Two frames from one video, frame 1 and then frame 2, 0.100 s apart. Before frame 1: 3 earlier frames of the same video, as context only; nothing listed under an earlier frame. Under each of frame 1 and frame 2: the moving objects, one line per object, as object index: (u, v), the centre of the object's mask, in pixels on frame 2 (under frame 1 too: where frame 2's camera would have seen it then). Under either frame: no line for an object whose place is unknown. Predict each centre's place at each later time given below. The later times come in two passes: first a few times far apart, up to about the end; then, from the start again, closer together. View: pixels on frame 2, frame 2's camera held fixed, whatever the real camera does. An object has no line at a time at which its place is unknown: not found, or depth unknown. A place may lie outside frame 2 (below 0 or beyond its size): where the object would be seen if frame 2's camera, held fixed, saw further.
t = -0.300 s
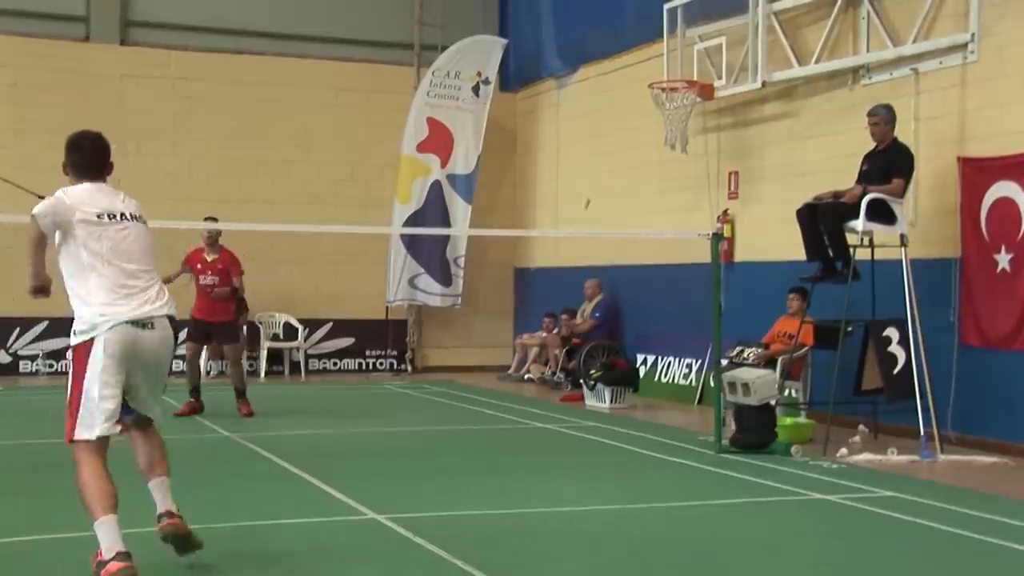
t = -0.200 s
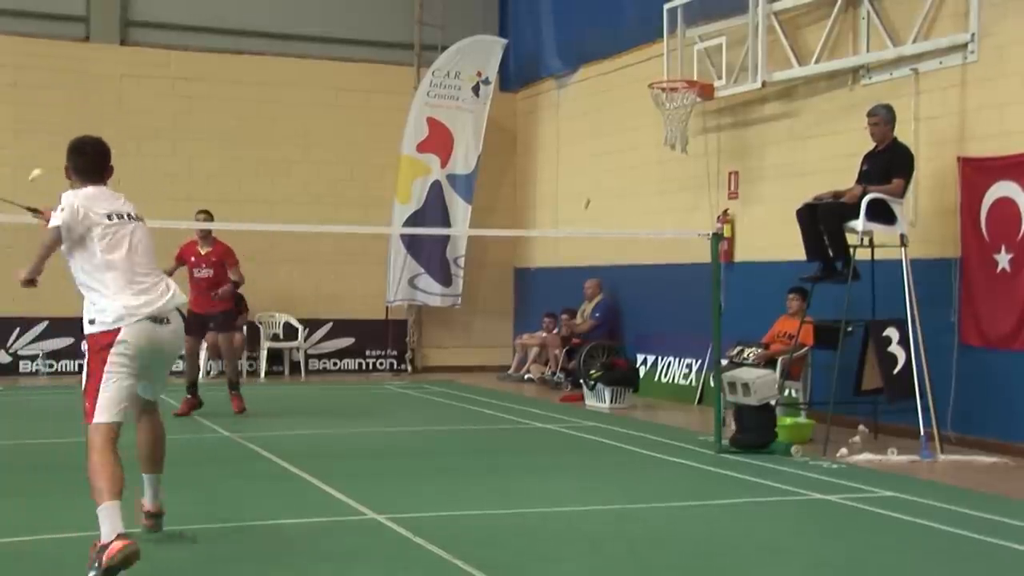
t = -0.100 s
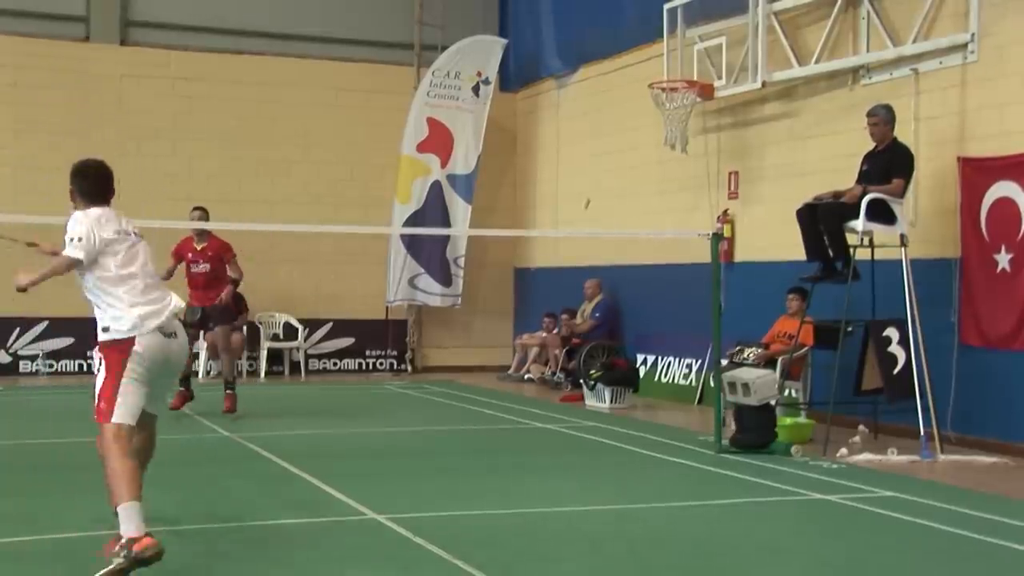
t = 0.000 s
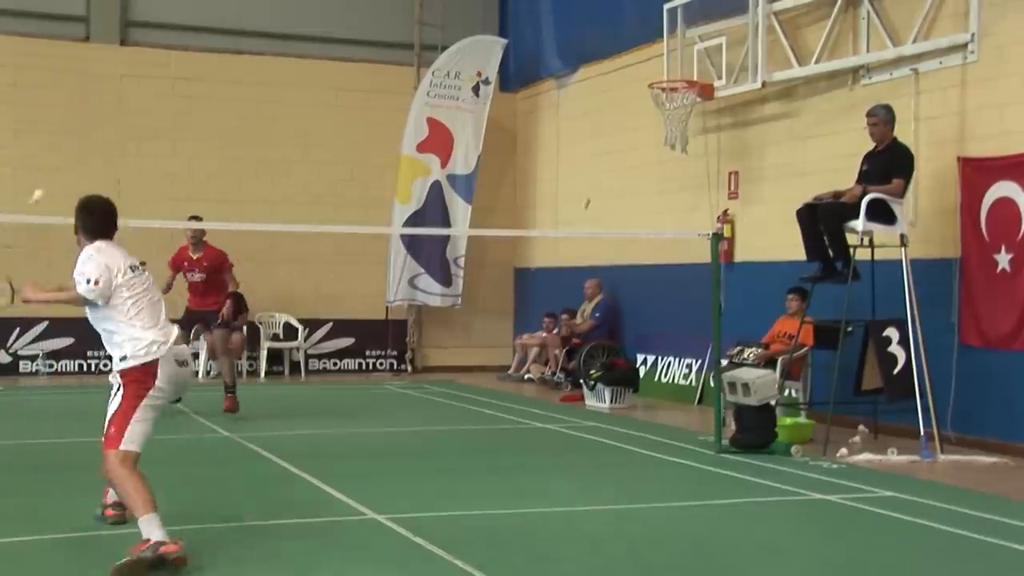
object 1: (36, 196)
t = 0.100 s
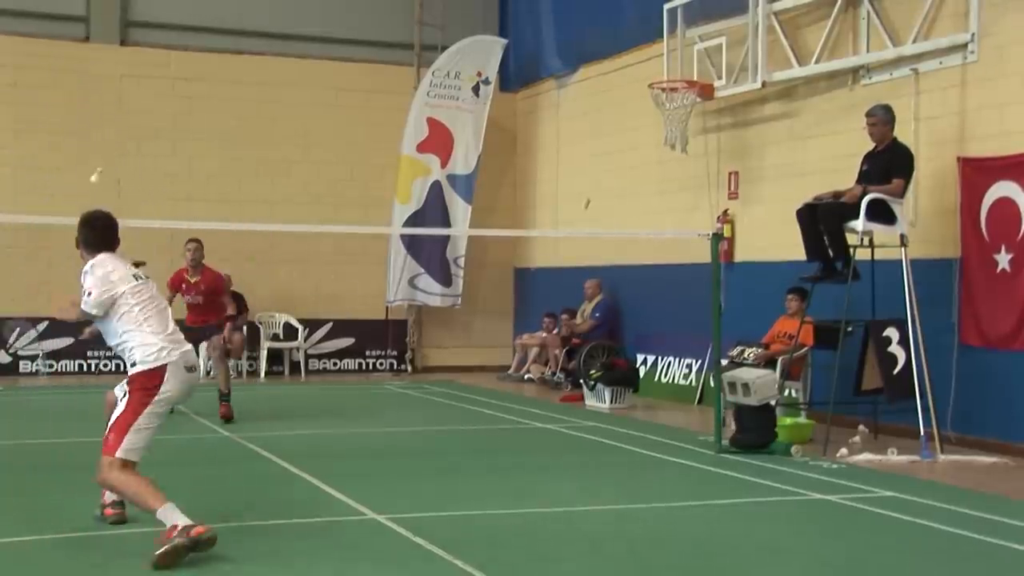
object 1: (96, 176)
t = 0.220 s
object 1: (150, 166)
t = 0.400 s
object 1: (213, 192)
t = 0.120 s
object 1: (106, 172)
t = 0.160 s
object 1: (125, 167)
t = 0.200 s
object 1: (142, 166)
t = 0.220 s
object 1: (150, 166)
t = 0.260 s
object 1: (165, 165)
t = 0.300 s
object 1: (182, 168)
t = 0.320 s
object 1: (190, 171)
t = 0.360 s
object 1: (202, 179)
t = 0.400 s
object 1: (213, 192)
